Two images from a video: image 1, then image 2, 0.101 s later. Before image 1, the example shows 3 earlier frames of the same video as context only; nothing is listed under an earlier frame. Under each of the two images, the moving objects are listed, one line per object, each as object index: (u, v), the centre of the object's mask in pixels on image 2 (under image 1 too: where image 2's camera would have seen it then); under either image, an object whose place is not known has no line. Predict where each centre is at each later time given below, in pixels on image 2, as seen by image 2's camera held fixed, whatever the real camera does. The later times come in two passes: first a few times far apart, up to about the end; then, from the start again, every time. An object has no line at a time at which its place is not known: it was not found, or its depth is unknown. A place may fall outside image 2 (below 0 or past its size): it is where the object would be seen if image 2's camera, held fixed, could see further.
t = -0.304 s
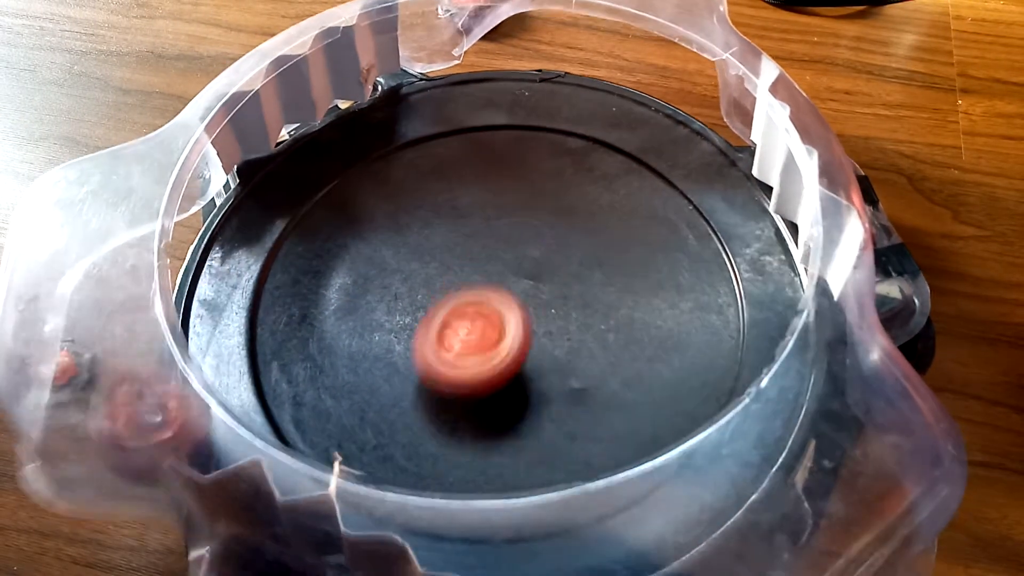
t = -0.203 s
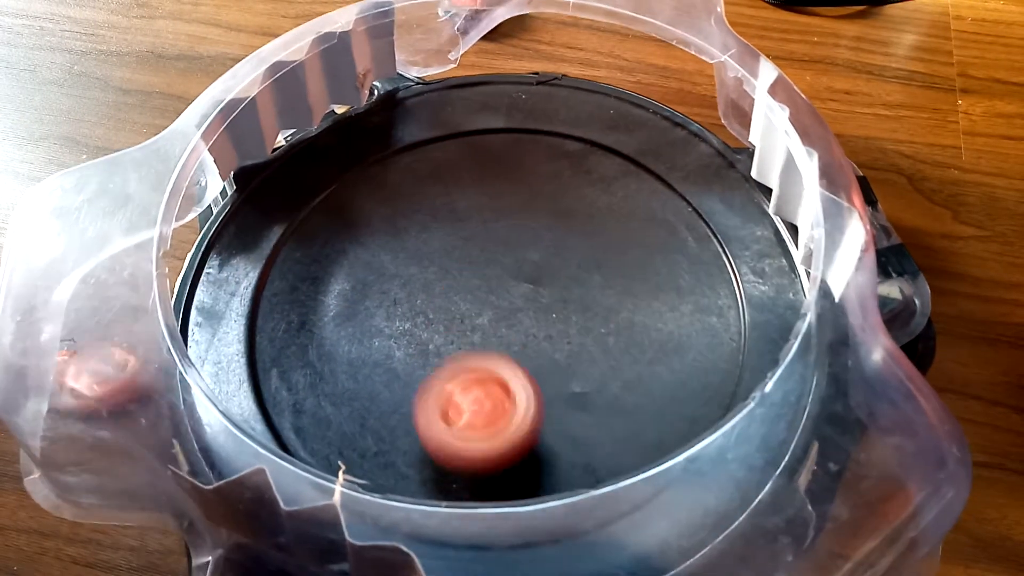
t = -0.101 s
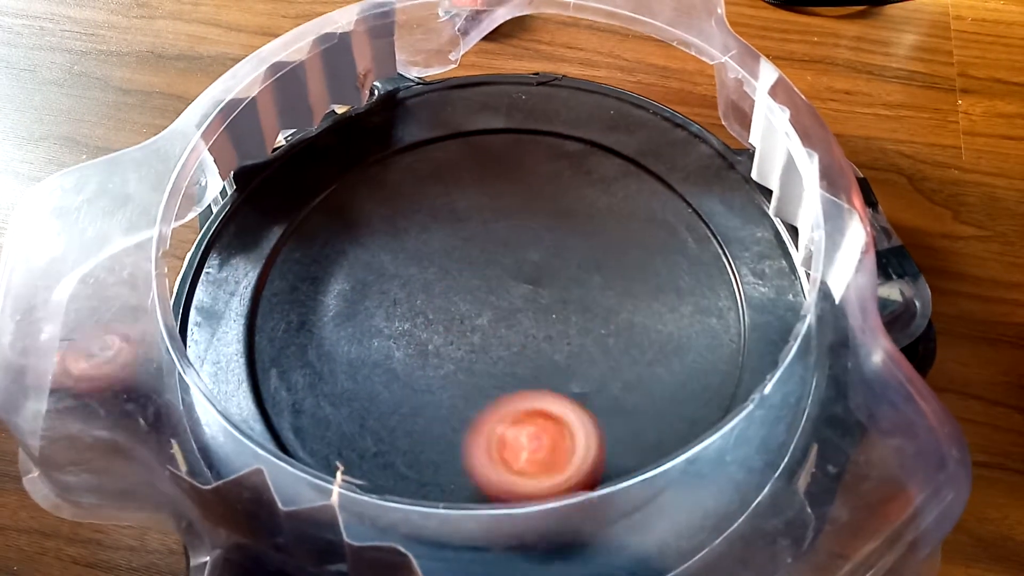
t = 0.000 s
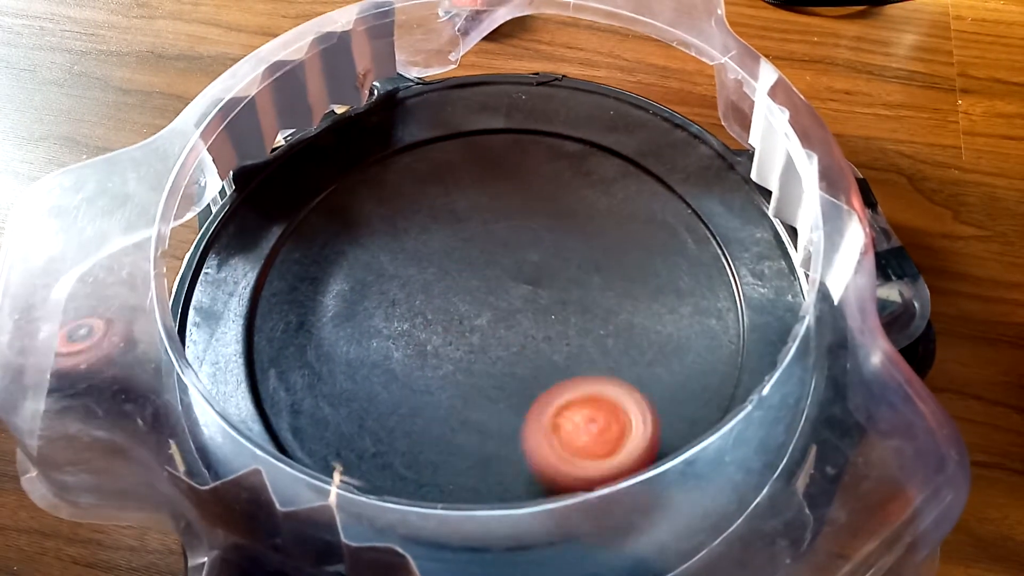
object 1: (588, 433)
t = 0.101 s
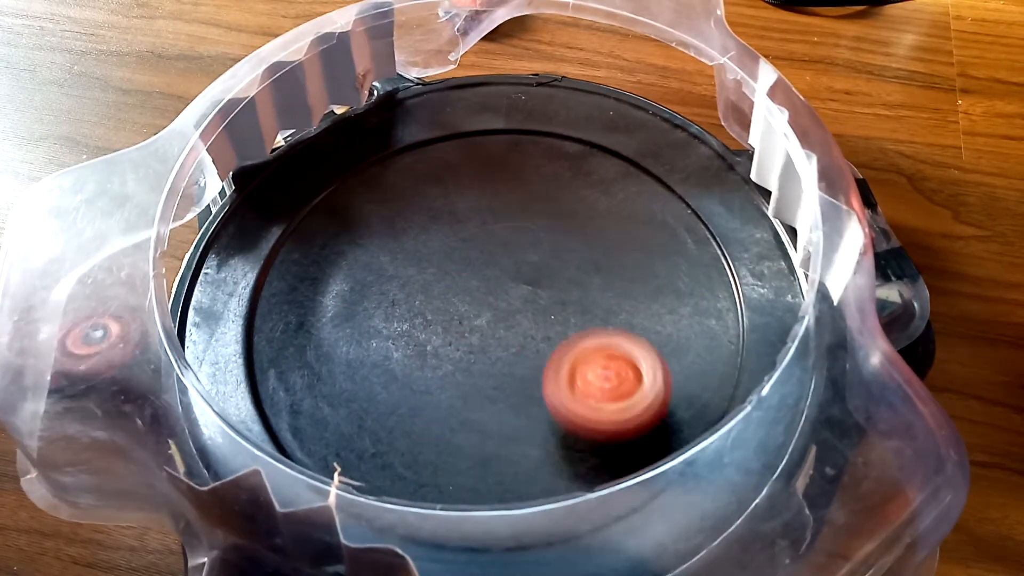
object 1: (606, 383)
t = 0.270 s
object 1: (536, 292)
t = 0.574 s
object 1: (323, 335)
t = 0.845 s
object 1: (482, 394)
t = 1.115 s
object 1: (521, 209)
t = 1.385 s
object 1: (362, 198)
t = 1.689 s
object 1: (529, 343)
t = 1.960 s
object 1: (642, 183)
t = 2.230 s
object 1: (447, 201)
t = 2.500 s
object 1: (486, 398)
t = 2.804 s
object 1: (659, 327)
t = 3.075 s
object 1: (499, 251)
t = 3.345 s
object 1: (376, 363)
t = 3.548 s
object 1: (474, 407)
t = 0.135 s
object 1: (603, 364)
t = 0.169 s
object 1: (592, 344)
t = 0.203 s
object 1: (577, 324)
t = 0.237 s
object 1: (558, 306)
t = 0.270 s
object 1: (536, 292)
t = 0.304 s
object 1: (510, 281)
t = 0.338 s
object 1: (481, 273)
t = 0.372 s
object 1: (453, 270)
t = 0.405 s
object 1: (425, 270)
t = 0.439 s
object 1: (398, 275)
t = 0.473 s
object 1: (372, 284)
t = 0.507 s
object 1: (351, 299)
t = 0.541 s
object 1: (333, 316)
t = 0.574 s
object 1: (323, 335)
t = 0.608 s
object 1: (321, 358)
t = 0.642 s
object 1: (326, 379)
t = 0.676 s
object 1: (340, 397)
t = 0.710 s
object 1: (362, 409)
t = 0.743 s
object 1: (389, 416)
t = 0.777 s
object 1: (421, 415)
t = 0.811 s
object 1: (451, 408)
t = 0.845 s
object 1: (482, 394)
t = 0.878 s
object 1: (506, 373)
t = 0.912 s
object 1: (525, 350)
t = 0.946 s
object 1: (539, 320)
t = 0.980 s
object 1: (547, 298)
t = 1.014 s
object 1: (547, 273)
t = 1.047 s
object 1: (543, 251)
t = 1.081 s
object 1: (533, 228)
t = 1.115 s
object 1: (521, 209)
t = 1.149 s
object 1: (504, 191)
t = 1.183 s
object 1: (487, 176)
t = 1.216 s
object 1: (466, 166)
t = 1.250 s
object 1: (444, 161)
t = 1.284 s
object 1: (419, 161)
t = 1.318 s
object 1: (396, 167)
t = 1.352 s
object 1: (376, 181)
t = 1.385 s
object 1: (362, 198)
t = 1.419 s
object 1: (352, 222)
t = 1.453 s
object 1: (352, 244)
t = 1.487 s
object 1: (360, 270)
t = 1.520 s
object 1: (375, 296)
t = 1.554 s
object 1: (398, 317)
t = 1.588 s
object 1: (426, 332)
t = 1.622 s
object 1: (460, 343)
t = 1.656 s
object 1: (495, 346)
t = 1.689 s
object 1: (529, 343)
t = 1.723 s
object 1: (559, 334)
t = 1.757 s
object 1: (588, 319)
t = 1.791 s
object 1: (615, 300)
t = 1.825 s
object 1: (635, 276)
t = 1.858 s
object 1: (649, 249)
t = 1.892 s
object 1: (652, 224)
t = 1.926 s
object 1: (650, 201)
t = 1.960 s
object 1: (642, 183)
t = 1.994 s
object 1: (630, 168)
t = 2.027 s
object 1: (611, 157)
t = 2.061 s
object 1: (585, 150)
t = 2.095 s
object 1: (554, 149)
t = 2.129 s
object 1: (525, 153)
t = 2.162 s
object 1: (495, 163)
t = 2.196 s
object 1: (469, 179)
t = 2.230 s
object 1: (447, 201)
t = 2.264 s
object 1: (431, 227)
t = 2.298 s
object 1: (420, 256)
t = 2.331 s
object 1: (415, 289)
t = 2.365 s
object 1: (418, 316)
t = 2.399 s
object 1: (427, 344)
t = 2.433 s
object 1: (443, 366)
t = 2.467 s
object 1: (463, 385)
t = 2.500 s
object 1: (486, 398)
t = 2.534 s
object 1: (515, 408)
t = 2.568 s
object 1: (541, 413)
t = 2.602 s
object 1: (569, 414)
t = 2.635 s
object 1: (597, 409)
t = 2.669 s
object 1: (621, 397)
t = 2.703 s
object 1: (641, 383)
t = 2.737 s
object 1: (654, 366)
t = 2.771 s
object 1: (660, 347)
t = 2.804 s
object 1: (659, 327)
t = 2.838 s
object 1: (652, 309)
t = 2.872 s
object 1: (642, 293)
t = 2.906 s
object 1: (624, 277)
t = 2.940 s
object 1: (602, 265)
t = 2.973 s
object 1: (578, 257)
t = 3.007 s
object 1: (552, 251)
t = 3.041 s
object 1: (524, 249)
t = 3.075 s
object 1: (499, 251)
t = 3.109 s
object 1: (473, 256)
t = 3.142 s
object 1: (448, 266)
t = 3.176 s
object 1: (425, 278)
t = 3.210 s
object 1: (407, 292)
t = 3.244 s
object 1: (392, 308)
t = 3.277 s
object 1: (379, 326)
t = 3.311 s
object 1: (375, 344)
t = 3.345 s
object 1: (376, 363)
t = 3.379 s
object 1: (381, 380)
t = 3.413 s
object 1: (393, 395)
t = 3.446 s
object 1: (409, 406)
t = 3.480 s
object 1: (429, 412)
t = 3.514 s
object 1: (452, 413)
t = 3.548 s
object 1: (474, 407)
